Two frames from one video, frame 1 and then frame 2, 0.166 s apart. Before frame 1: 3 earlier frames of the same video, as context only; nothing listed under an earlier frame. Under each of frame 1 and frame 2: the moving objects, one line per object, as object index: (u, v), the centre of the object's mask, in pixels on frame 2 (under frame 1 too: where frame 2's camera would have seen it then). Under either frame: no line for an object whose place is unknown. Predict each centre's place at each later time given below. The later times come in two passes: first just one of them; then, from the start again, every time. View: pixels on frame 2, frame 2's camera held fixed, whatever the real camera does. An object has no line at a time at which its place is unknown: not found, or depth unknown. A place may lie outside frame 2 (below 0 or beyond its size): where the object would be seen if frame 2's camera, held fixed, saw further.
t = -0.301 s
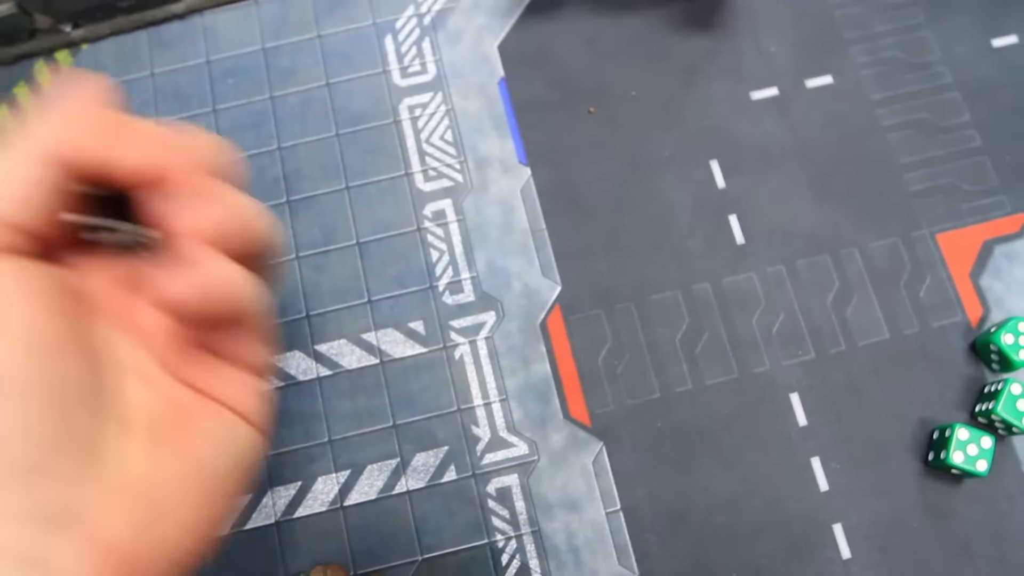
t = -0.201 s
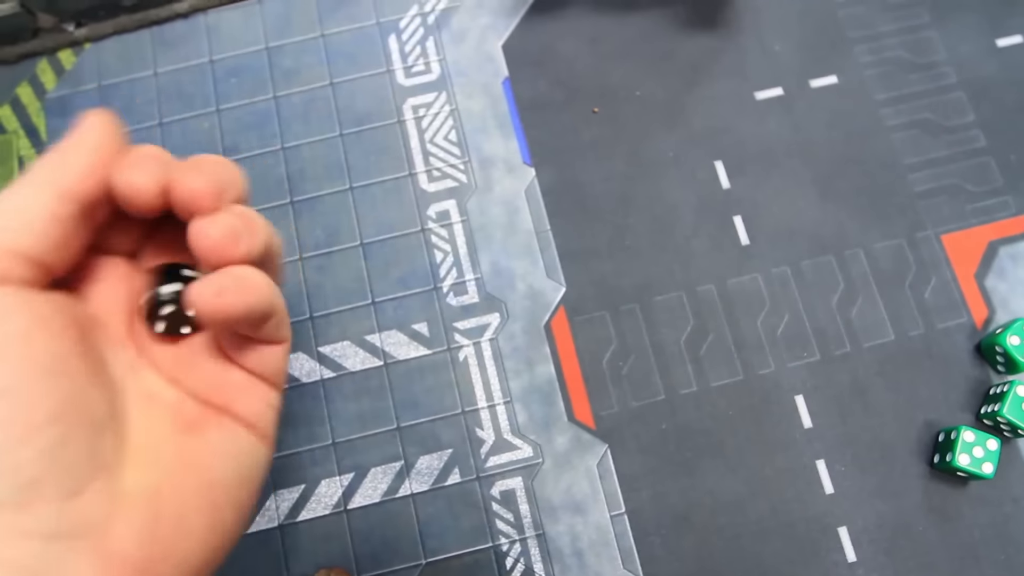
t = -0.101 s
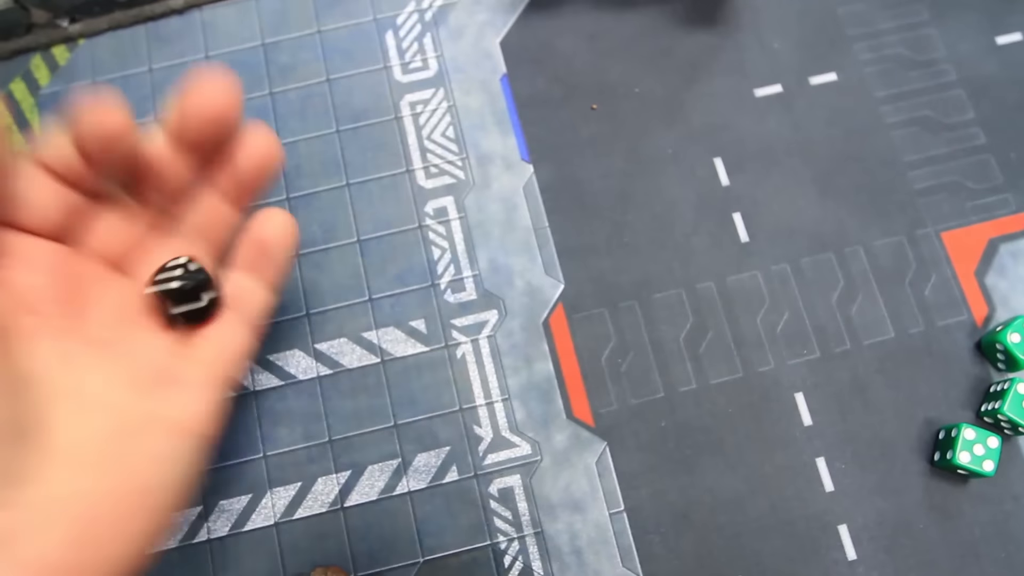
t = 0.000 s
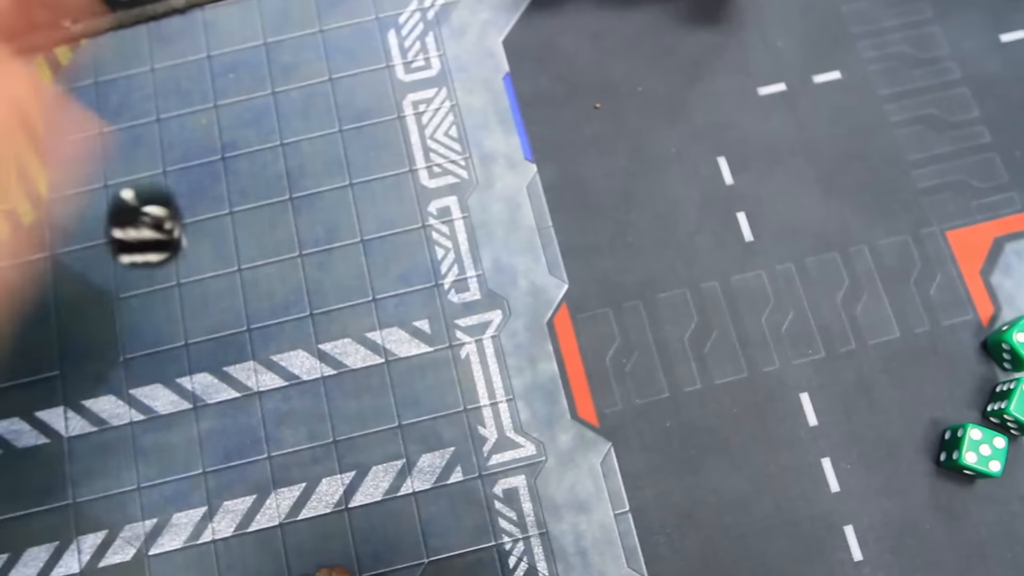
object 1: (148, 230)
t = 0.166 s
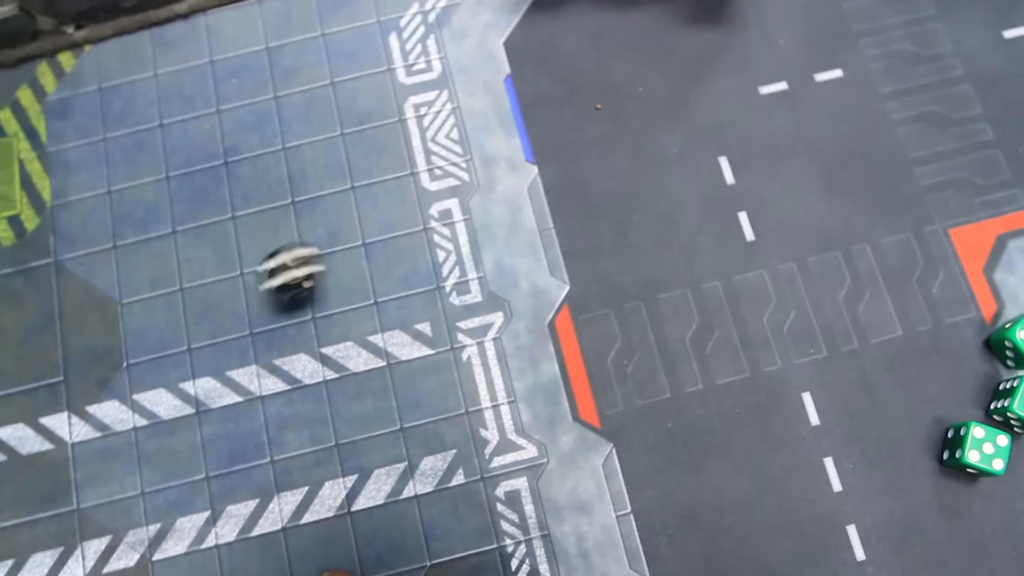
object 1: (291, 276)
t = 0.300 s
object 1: (429, 256)
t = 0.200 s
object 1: (319, 257)
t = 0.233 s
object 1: (353, 252)
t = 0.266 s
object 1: (395, 254)
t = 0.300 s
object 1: (429, 256)
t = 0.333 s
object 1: (470, 239)
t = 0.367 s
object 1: (499, 241)
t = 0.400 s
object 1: (536, 234)
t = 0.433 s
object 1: (563, 215)
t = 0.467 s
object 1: (590, 197)
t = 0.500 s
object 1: (617, 180)
